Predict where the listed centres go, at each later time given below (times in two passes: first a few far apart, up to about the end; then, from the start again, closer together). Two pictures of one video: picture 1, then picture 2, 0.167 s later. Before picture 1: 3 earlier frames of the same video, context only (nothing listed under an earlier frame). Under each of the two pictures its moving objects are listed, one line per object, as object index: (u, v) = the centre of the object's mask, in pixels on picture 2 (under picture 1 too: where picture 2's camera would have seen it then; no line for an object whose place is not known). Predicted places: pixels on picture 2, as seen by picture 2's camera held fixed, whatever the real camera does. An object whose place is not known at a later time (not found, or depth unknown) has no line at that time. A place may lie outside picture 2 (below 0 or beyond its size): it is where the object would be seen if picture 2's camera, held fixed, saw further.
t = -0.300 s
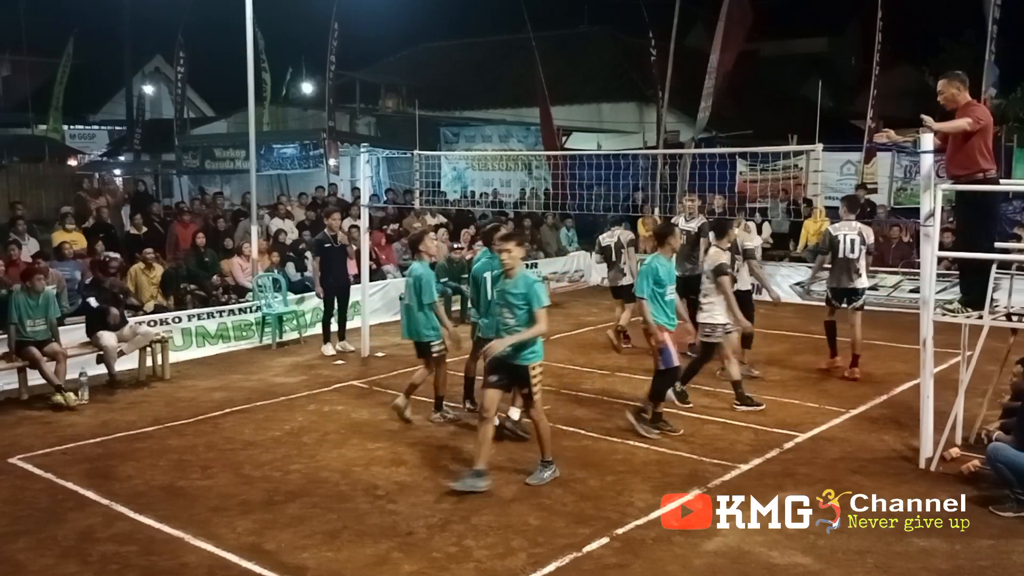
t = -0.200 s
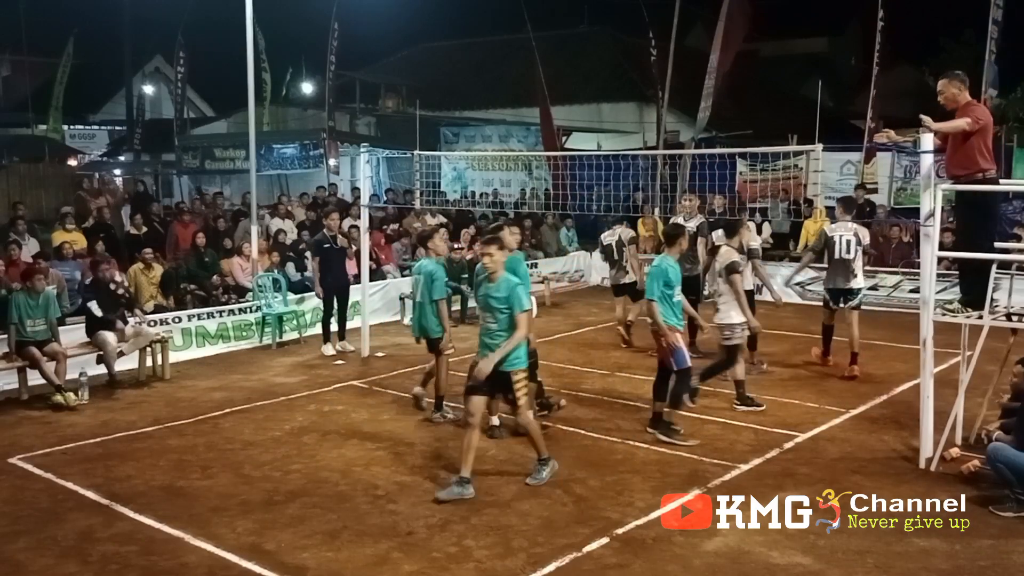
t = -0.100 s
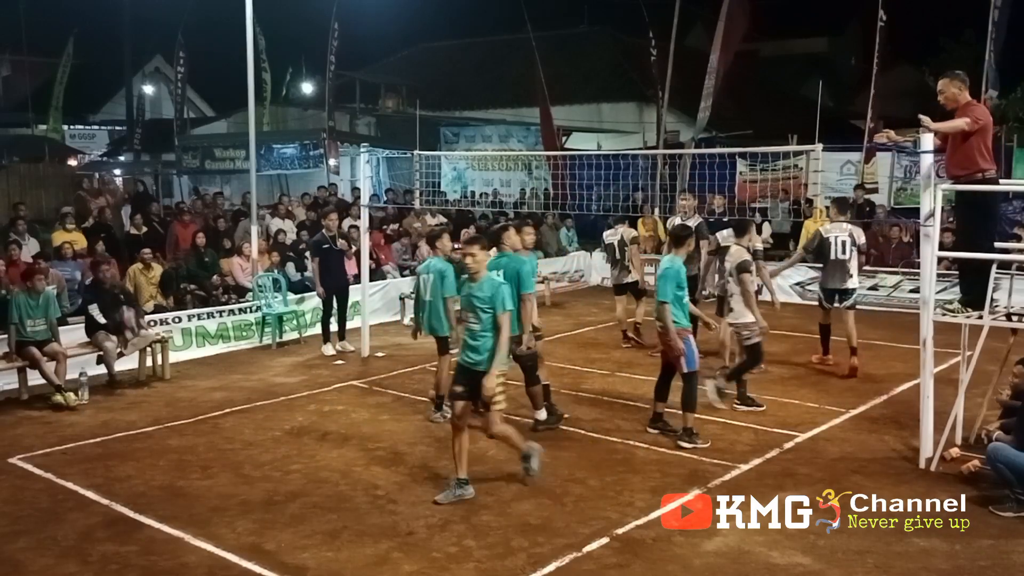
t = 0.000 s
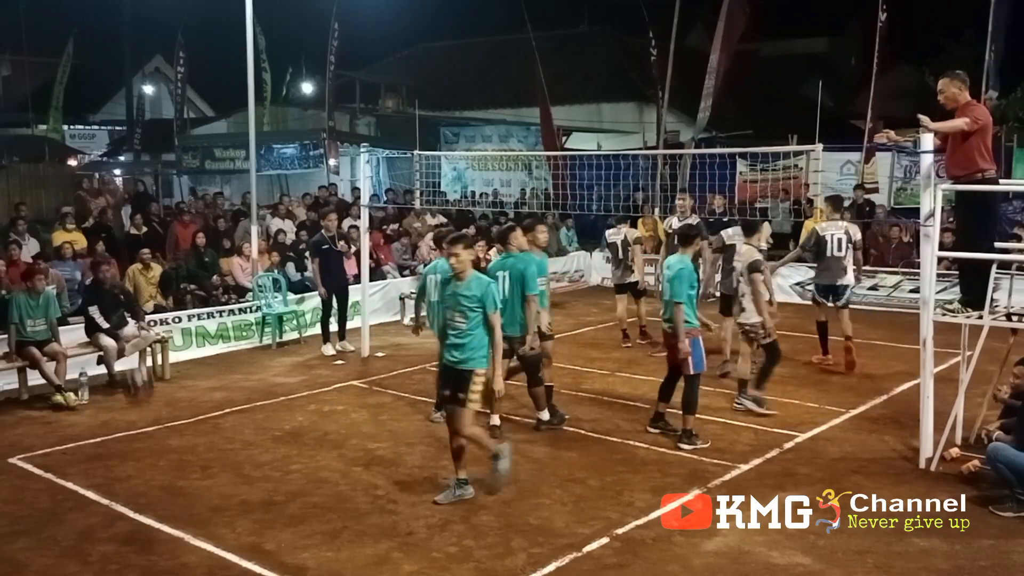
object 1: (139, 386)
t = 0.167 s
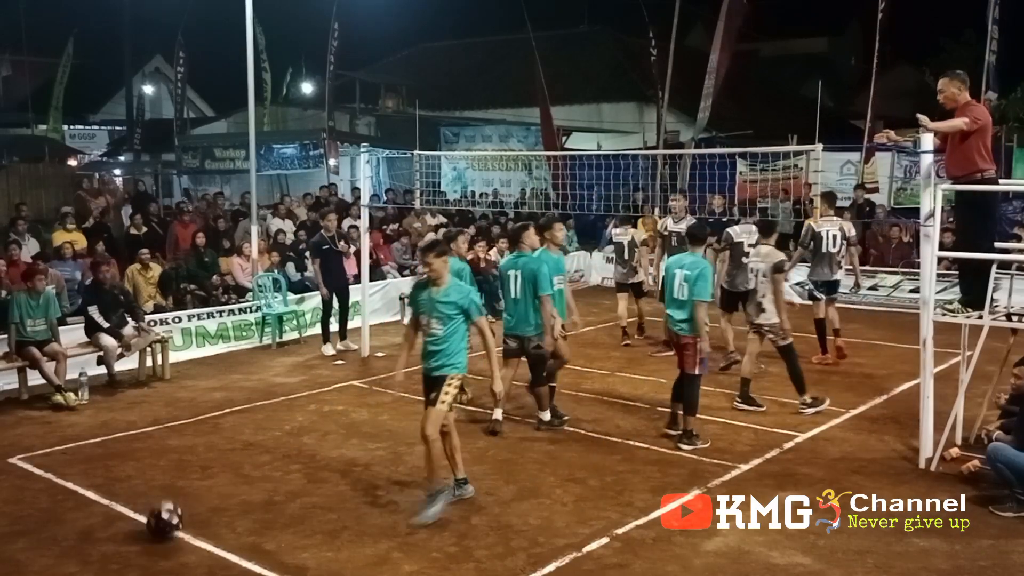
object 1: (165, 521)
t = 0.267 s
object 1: (162, 488)
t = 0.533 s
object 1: (155, 468)
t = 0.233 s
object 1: (162, 497)
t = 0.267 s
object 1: (162, 488)
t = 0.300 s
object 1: (160, 479)
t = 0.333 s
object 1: (159, 472)
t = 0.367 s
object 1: (158, 467)
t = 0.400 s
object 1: (158, 463)
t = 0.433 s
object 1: (156, 462)
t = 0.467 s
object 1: (156, 462)
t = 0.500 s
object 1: (155, 464)
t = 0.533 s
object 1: (155, 468)
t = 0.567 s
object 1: (154, 474)
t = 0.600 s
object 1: (155, 483)
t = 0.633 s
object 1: (154, 493)
